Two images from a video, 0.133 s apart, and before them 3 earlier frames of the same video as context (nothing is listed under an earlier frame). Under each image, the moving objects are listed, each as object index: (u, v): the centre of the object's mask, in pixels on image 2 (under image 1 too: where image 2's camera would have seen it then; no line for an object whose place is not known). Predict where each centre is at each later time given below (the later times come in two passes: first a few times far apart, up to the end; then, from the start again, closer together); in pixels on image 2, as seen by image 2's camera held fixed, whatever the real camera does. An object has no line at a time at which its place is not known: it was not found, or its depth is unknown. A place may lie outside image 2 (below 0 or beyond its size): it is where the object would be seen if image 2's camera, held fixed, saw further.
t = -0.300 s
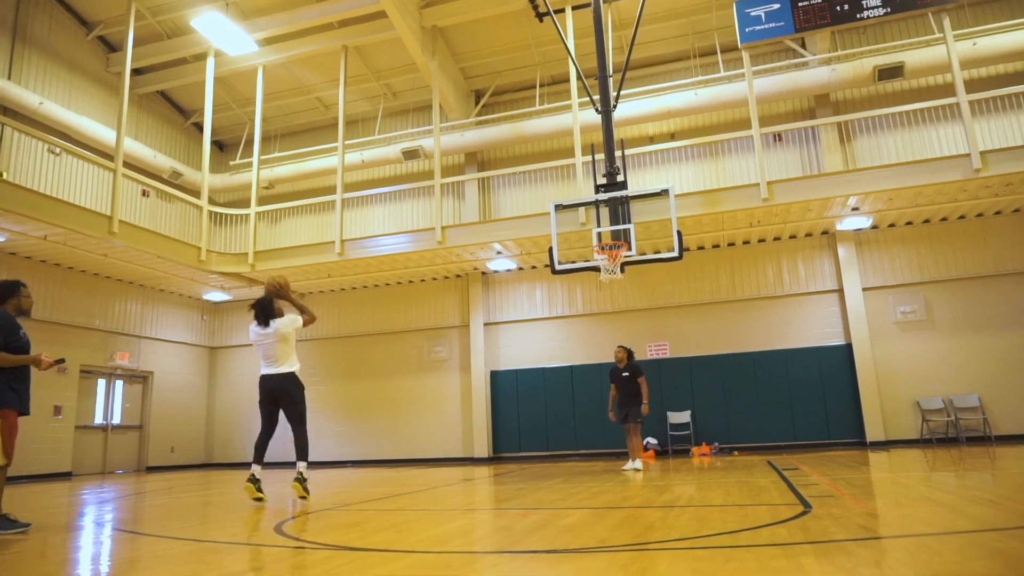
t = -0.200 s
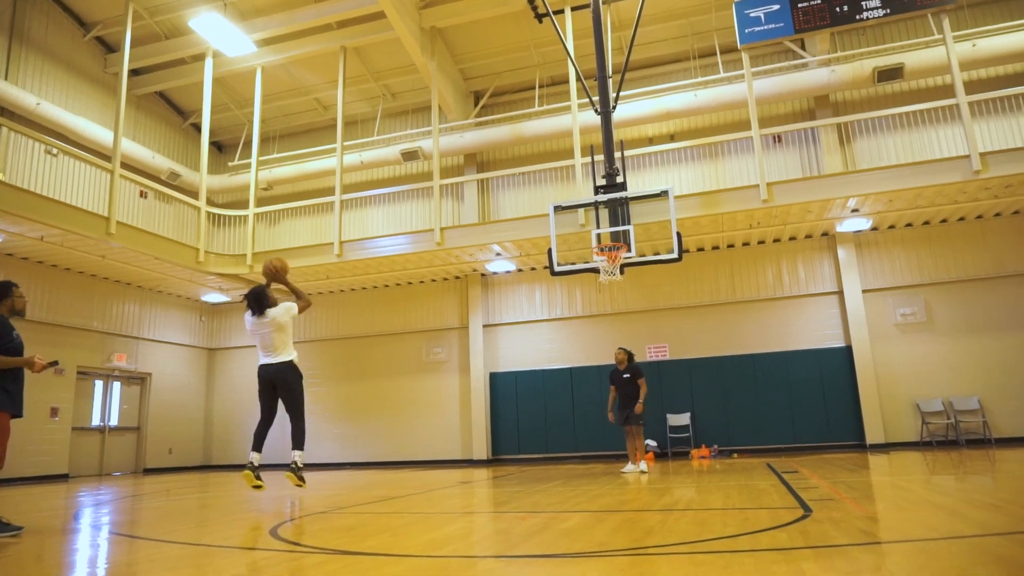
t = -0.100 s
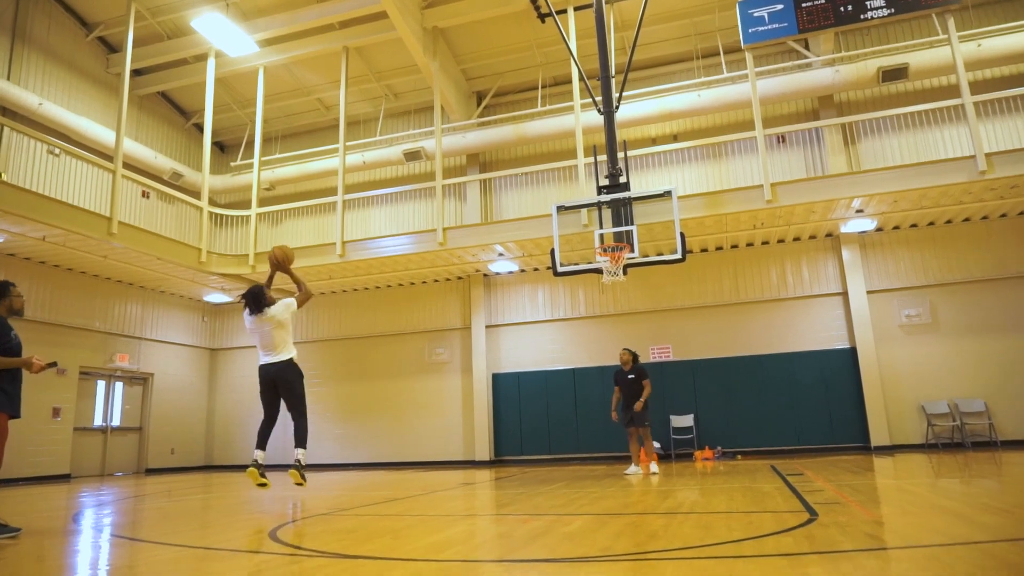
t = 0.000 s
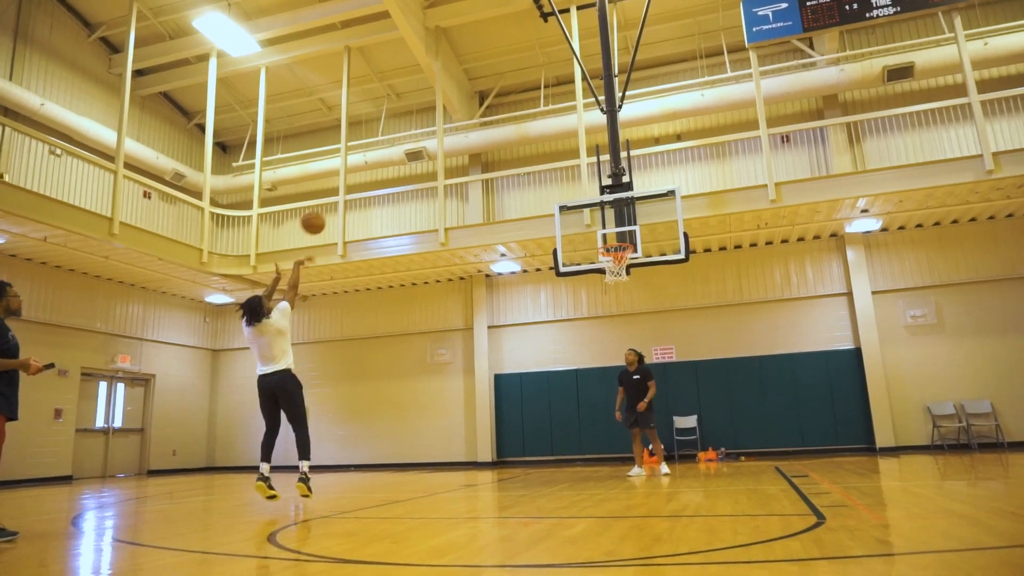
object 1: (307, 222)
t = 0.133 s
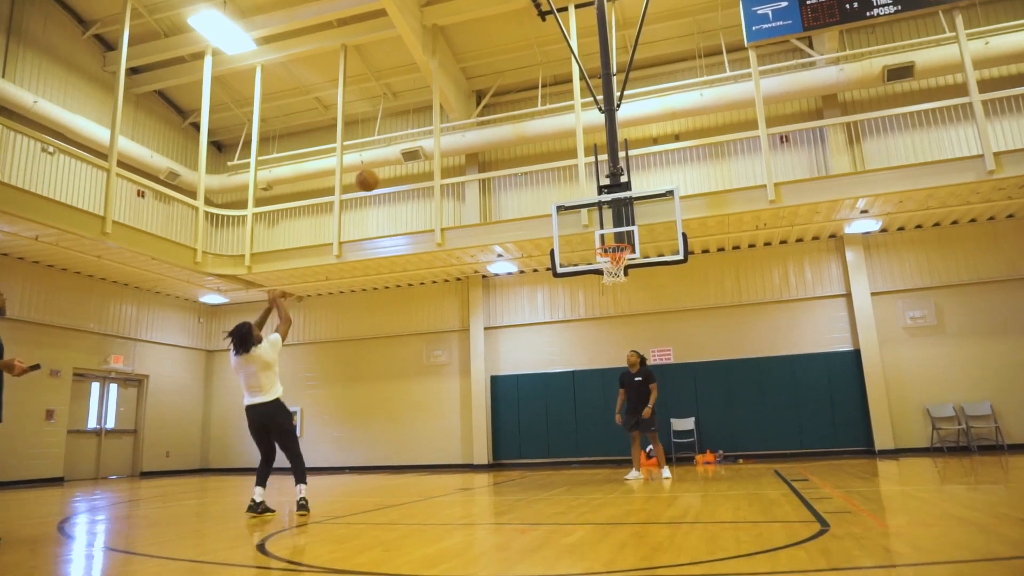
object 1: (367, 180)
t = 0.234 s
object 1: (407, 162)
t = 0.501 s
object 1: (497, 159)
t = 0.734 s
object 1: (563, 196)
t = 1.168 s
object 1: (634, 330)
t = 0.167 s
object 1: (381, 173)
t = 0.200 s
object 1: (394, 167)
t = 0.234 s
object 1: (407, 162)
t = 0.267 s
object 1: (418, 157)
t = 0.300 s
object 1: (431, 155)
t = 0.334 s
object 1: (443, 153)
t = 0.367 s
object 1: (454, 152)
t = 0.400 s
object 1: (464, 152)
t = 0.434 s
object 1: (476, 154)
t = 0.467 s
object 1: (487, 157)
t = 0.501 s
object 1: (497, 159)
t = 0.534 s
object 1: (507, 162)
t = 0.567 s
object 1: (518, 167)
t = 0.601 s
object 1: (527, 170)
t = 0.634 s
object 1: (537, 176)
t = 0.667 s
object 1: (545, 181)
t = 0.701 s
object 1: (555, 188)
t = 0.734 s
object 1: (563, 196)
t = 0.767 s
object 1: (572, 204)
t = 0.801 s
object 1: (581, 213)
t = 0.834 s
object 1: (590, 223)
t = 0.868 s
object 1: (598, 232)
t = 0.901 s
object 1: (605, 240)
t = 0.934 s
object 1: (615, 254)
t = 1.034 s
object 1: (624, 283)
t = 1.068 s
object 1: (626, 292)
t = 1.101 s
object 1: (629, 304)
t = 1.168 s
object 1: (634, 330)
